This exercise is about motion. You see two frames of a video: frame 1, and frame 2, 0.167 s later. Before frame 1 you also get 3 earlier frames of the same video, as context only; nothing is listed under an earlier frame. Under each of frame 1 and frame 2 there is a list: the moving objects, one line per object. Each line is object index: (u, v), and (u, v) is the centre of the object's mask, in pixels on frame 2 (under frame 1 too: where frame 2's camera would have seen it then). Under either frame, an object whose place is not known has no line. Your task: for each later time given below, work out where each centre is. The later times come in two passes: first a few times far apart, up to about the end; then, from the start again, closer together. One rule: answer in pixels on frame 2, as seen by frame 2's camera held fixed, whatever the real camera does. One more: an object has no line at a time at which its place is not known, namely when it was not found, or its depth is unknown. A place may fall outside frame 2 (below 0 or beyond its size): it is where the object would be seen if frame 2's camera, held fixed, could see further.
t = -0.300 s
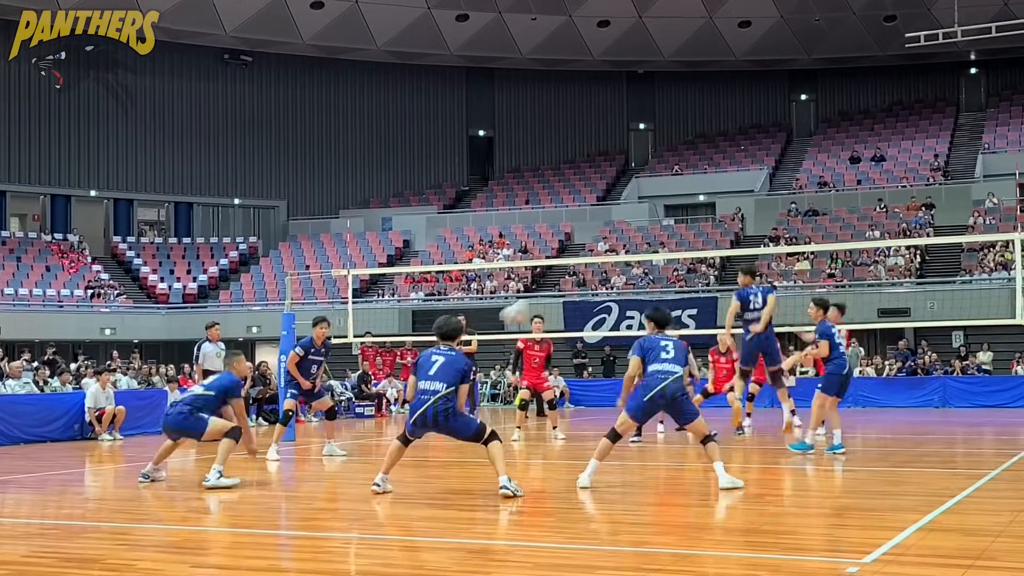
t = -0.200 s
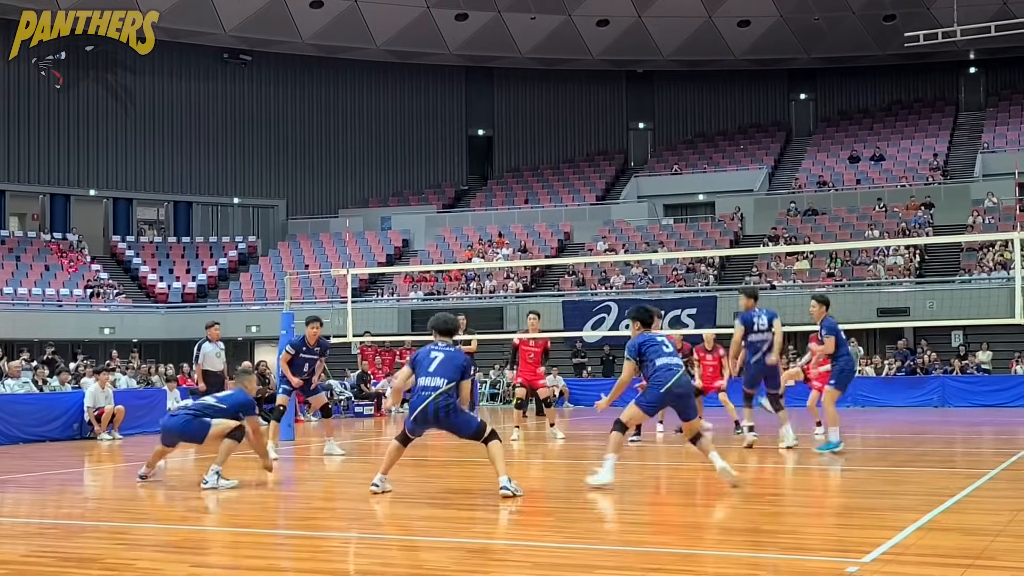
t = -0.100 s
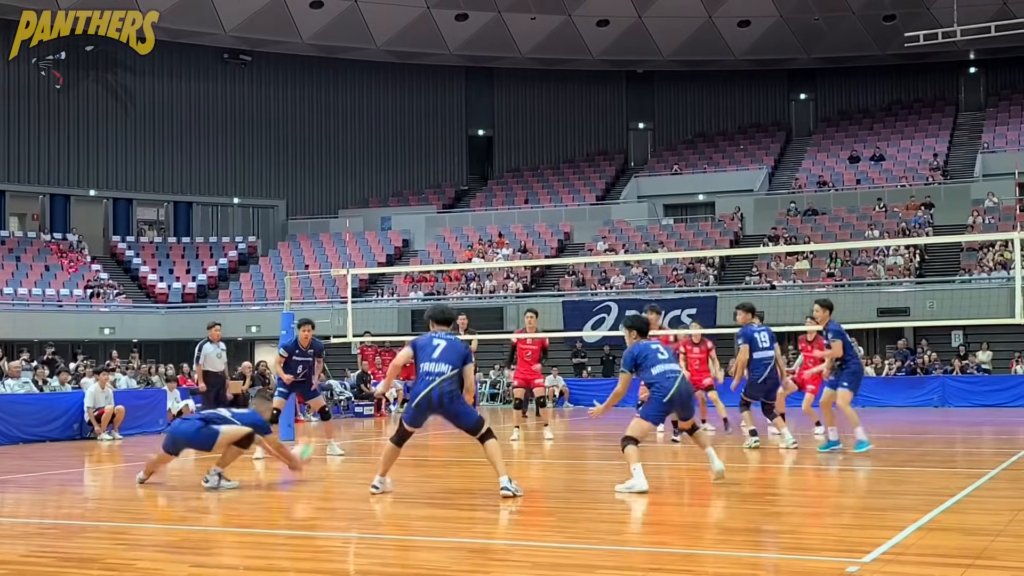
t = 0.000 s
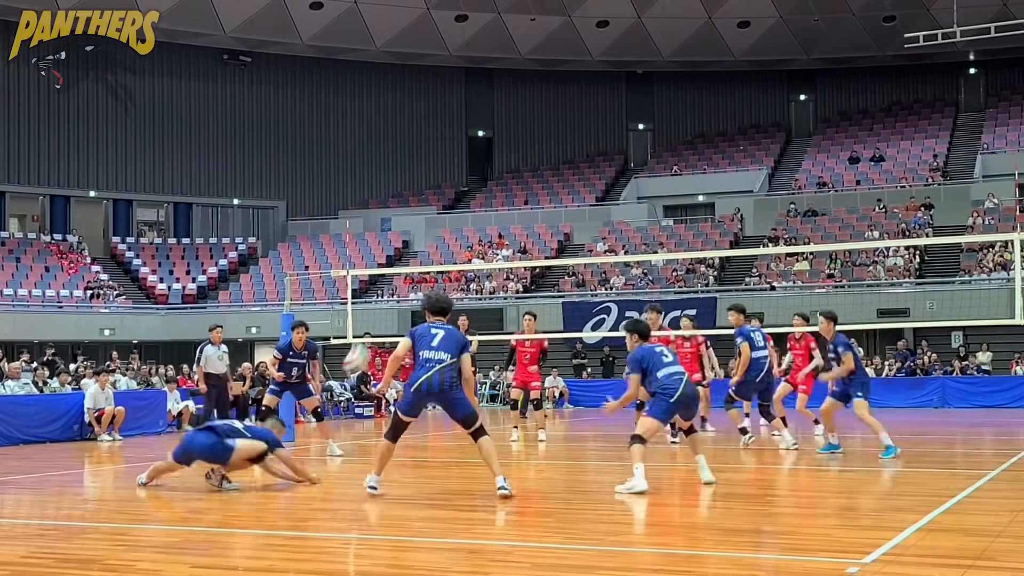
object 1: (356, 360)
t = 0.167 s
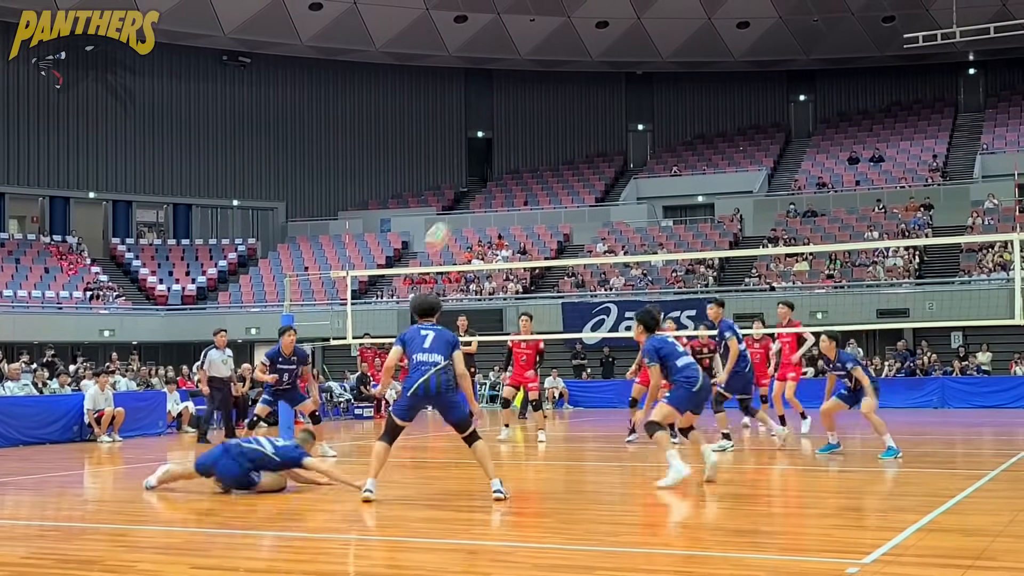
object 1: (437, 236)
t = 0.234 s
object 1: (468, 196)
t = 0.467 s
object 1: (561, 96)
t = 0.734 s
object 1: (657, 48)
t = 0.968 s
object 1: (735, 57)
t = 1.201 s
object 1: (808, 111)
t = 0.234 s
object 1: (468, 196)
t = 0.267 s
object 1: (481, 178)
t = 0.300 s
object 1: (495, 162)
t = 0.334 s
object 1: (509, 146)
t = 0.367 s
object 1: (523, 132)
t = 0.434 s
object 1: (549, 107)
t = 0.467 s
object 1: (561, 96)
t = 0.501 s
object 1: (573, 87)
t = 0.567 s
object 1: (598, 70)
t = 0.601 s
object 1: (611, 64)
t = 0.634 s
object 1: (622, 58)
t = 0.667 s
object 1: (634, 54)
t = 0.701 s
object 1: (646, 50)
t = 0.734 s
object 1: (657, 48)
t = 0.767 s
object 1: (669, 46)
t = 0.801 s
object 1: (680, 46)
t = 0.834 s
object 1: (691, 46)
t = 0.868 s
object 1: (702, 48)
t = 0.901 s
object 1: (713, 50)
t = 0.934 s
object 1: (724, 53)
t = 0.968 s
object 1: (735, 57)
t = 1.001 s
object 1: (745, 62)
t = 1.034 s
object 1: (756, 68)
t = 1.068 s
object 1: (766, 75)
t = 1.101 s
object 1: (777, 83)
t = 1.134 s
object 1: (787, 91)
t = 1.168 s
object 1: (798, 101)
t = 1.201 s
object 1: (808, 111)
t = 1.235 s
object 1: (819, 122)
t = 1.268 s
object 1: (829, 133)
